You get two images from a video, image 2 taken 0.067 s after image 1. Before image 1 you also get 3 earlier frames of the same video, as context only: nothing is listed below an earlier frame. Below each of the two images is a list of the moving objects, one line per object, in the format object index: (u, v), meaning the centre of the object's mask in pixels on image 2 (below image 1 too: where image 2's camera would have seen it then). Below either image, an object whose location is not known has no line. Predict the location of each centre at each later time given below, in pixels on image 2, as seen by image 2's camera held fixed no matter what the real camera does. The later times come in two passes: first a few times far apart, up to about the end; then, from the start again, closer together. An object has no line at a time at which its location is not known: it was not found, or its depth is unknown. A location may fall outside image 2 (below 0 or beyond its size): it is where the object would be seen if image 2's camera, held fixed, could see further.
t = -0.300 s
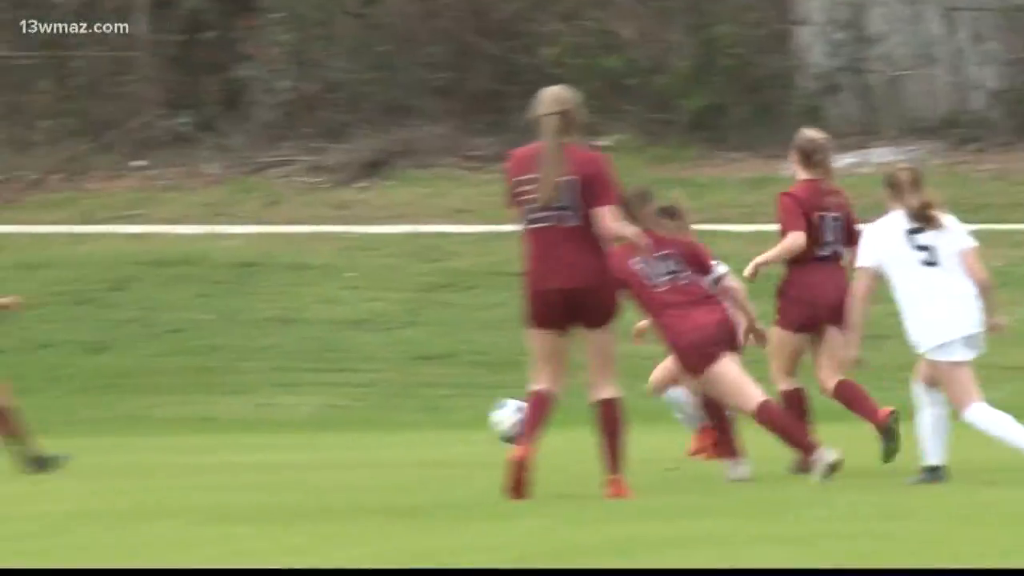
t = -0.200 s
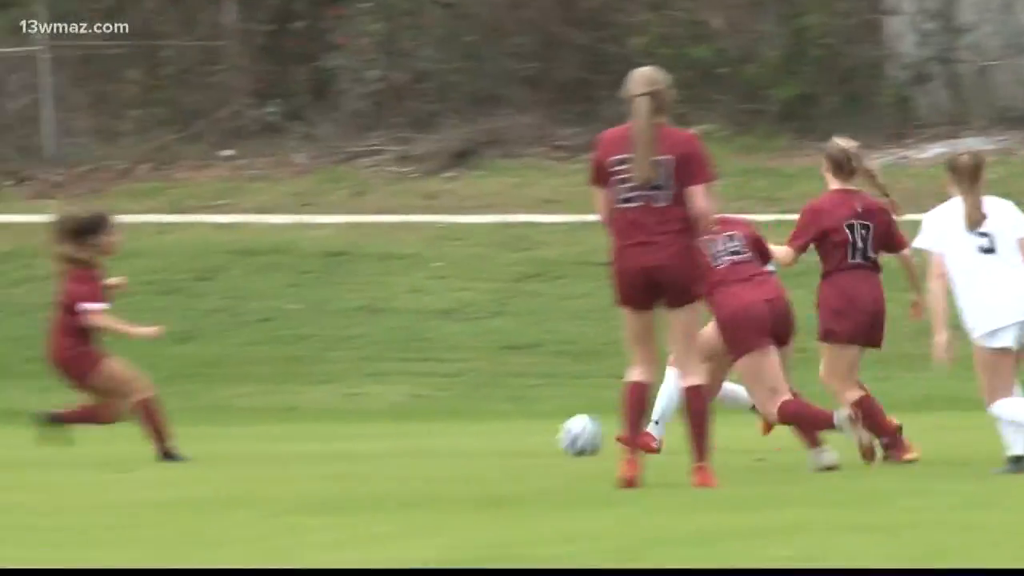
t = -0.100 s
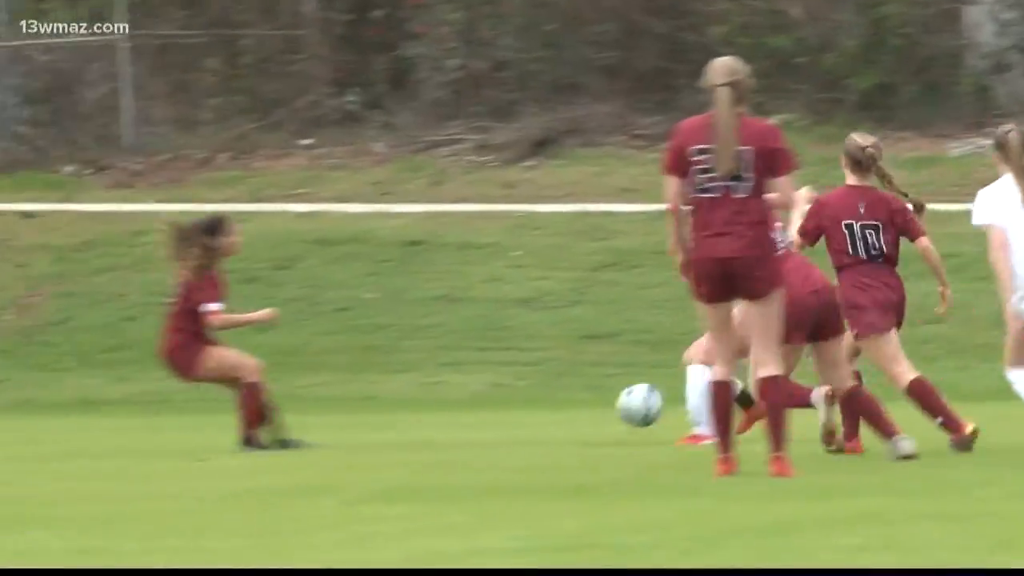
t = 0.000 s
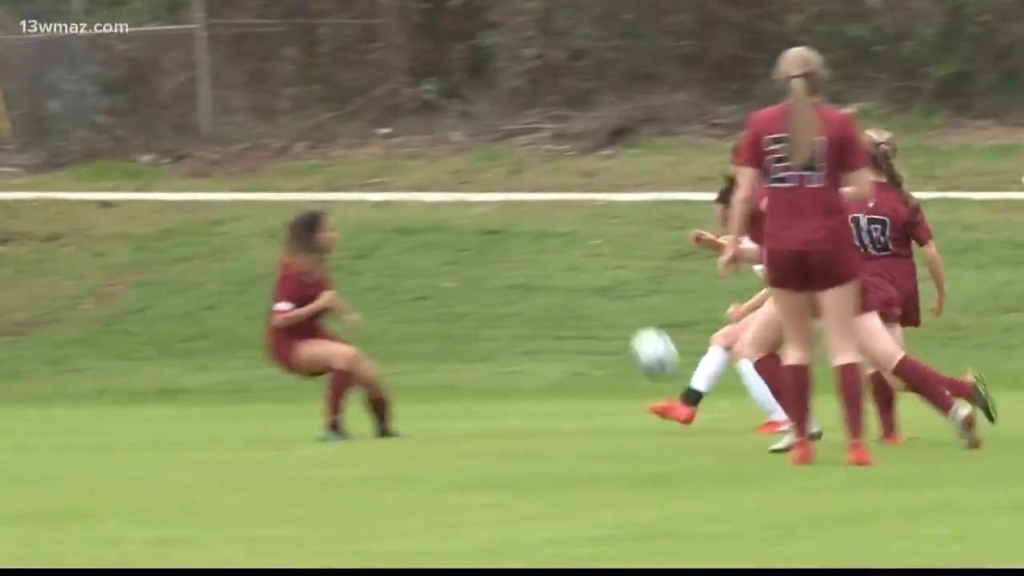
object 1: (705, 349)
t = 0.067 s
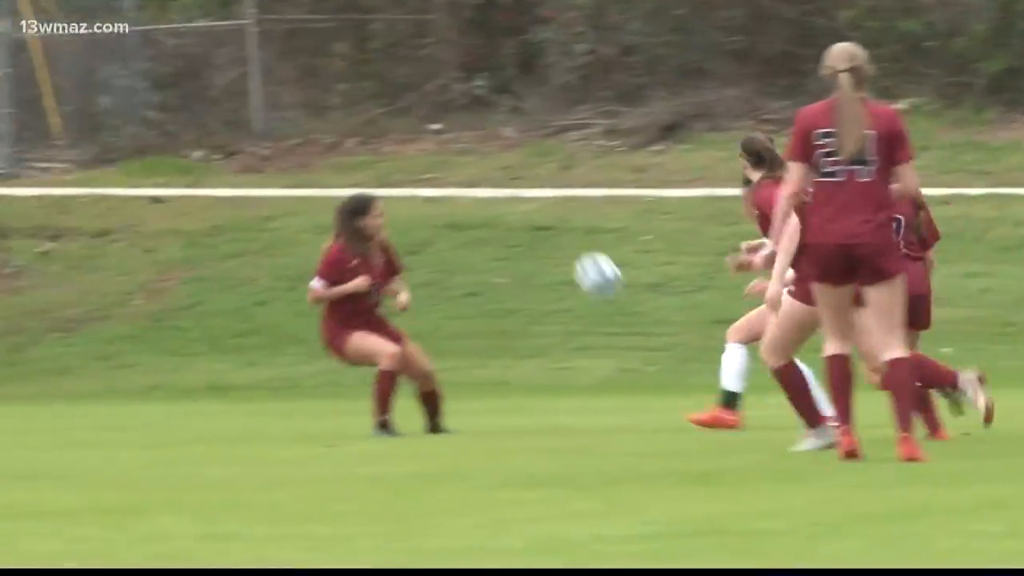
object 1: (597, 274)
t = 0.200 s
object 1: (382, 150)
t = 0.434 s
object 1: (-4, -1)
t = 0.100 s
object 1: (543, 240)
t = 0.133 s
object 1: (491, 209)
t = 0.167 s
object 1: (437, 180)
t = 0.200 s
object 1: (382, 150)
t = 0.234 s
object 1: (329, 126)
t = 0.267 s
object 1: (274, 100)
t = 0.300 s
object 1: (220, 79)
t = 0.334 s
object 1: (165, 58)
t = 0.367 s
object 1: (111, 38)
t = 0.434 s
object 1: (-4, -1)
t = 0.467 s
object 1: (-66, -17)
